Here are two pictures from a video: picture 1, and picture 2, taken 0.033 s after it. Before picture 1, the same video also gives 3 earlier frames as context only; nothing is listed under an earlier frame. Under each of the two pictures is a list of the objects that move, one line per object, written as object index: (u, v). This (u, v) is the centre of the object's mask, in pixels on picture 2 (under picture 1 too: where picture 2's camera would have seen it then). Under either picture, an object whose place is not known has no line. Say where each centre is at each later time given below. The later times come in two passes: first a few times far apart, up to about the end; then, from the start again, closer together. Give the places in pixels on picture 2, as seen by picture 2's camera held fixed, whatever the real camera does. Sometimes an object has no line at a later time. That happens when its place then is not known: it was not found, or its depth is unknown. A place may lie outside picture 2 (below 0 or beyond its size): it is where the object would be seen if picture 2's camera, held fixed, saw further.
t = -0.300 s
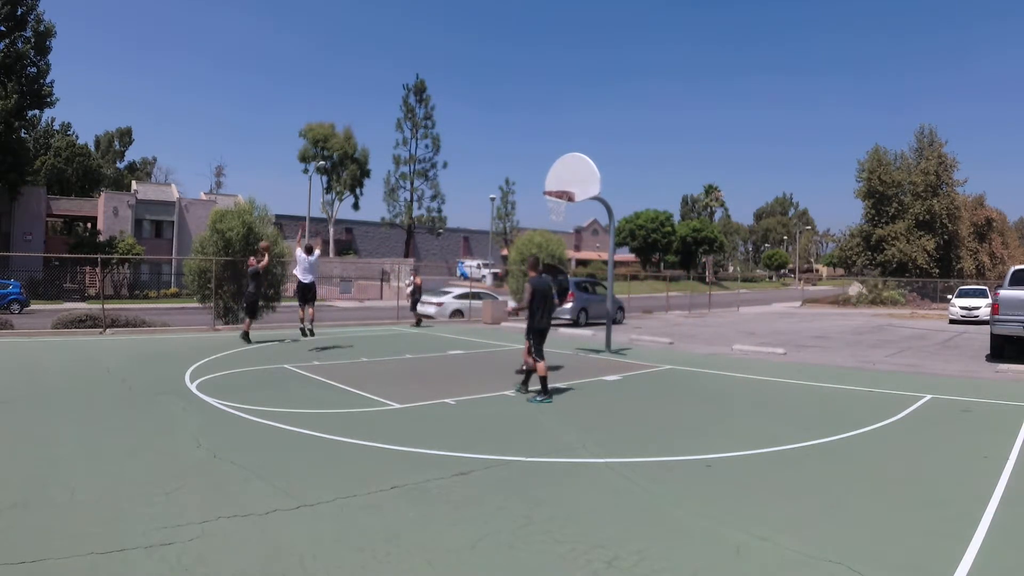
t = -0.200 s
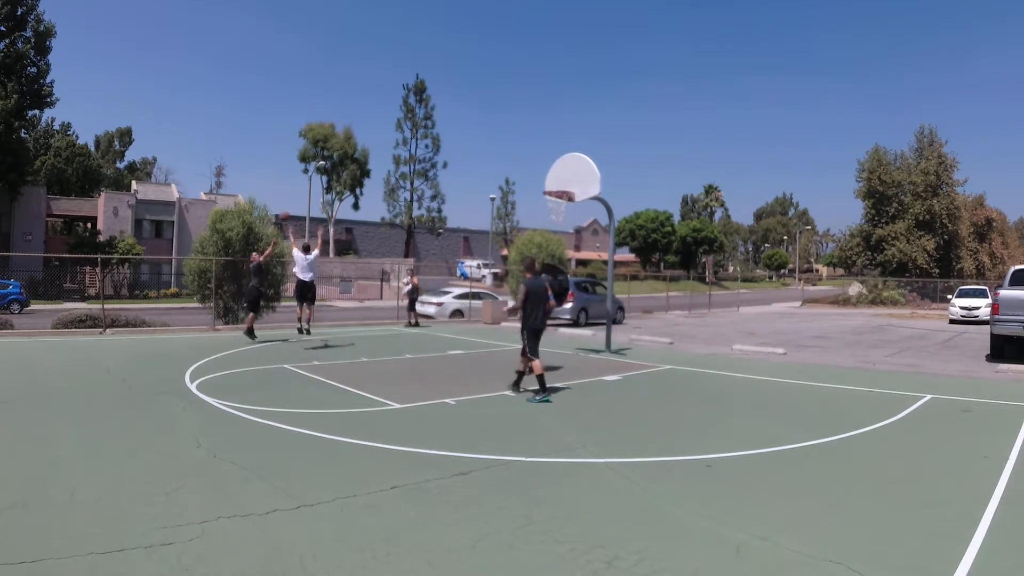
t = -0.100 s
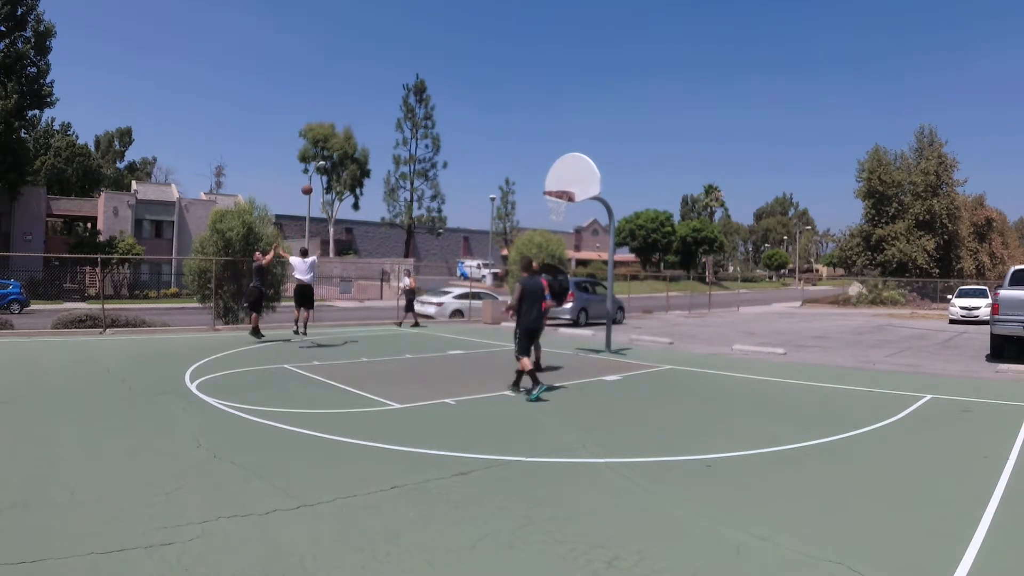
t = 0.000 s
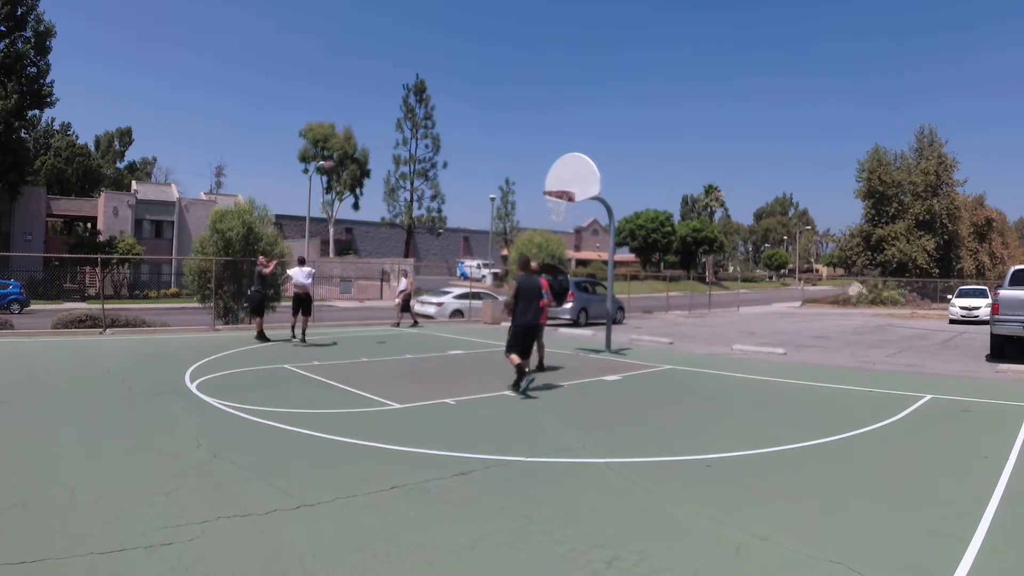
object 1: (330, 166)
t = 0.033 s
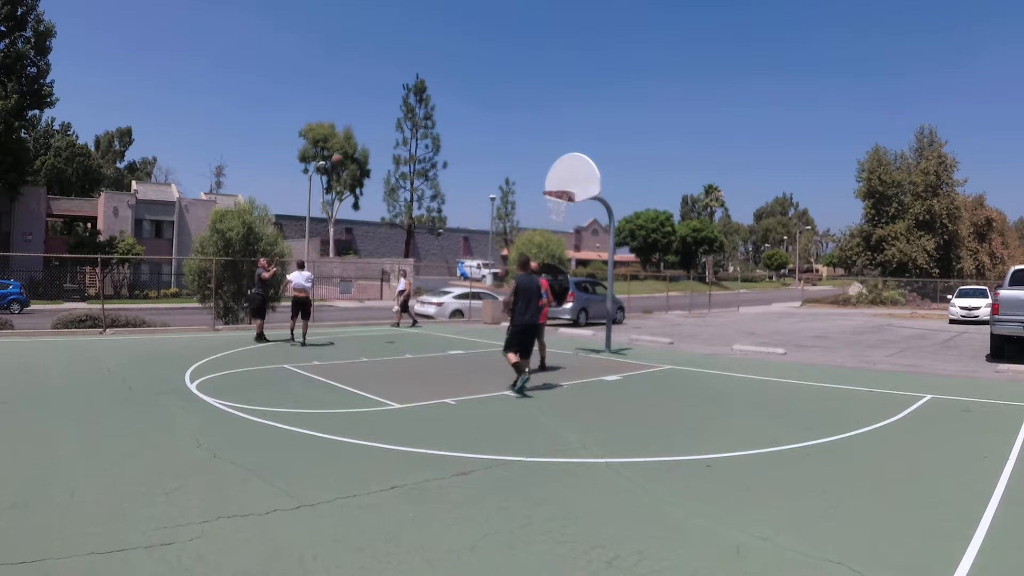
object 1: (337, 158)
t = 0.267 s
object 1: (392, 128)
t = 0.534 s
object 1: (458, 124)
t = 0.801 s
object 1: (527, 156)
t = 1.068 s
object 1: (552, 166)
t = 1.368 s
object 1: (520, 143)
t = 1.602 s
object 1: (488, 163)
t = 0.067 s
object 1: (344, 153)
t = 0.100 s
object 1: (353, 147)
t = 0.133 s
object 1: (361, 143)
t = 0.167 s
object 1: (369, 139)
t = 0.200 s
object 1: (376, 135)
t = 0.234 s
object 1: (384, 131)
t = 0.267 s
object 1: (392, 128)
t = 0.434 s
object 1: (433, 121)
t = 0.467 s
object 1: (441, 121)
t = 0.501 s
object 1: (450, 122)
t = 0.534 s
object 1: (458, 124)
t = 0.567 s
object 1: (466, 125)
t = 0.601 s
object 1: (475, 128)
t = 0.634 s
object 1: (484, 131)
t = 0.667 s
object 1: (492, 134)
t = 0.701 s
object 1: (500, 139)
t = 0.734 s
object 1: (509, 144)
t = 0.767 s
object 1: (518, 149)
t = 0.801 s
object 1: (527, 156)
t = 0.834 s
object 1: (536, 162)
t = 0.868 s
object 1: (545, 171)
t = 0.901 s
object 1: (554, 178)
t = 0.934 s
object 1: (563, 186)
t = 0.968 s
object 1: (561, 182)
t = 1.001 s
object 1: (558, 176)
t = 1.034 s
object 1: (555, 170)
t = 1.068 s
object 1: (552, 166)
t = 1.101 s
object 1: (549, 161)
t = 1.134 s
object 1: (546, 156)
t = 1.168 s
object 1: (542, 153)
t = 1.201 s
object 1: (539, 150)
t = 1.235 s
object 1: (535, 147)
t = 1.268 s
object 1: (531, 145)
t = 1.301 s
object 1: (528, 143)
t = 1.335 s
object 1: (524, 143)
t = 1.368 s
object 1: (520, 143)
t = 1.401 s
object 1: (516, 144)
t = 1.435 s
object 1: (511, 145)
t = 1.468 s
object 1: (507, 147)
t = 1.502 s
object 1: (503, 150)
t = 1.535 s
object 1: (498, 153)
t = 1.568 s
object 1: (493, 158)
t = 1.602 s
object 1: (488, 163)
